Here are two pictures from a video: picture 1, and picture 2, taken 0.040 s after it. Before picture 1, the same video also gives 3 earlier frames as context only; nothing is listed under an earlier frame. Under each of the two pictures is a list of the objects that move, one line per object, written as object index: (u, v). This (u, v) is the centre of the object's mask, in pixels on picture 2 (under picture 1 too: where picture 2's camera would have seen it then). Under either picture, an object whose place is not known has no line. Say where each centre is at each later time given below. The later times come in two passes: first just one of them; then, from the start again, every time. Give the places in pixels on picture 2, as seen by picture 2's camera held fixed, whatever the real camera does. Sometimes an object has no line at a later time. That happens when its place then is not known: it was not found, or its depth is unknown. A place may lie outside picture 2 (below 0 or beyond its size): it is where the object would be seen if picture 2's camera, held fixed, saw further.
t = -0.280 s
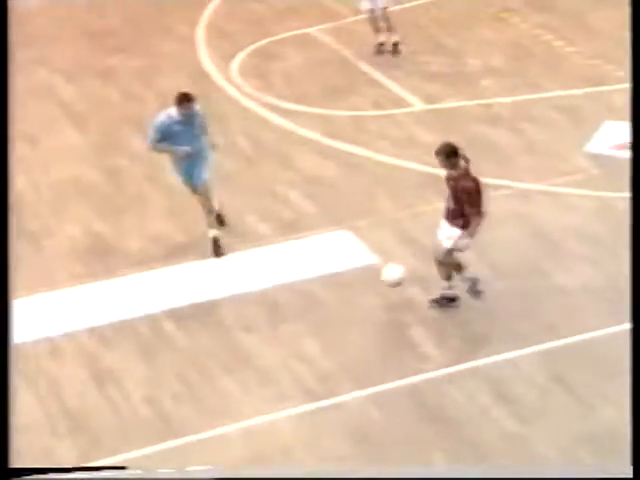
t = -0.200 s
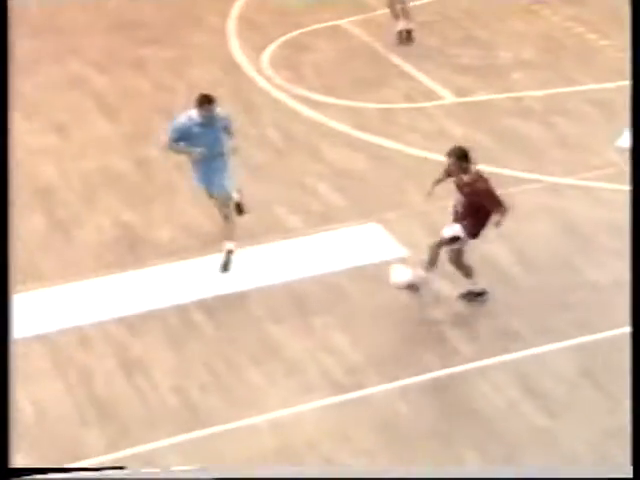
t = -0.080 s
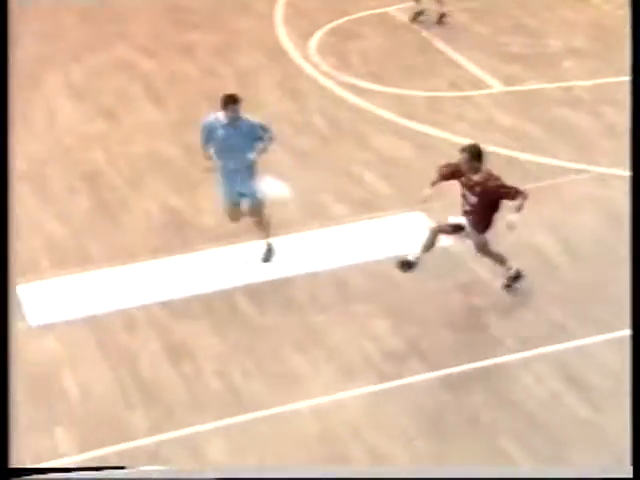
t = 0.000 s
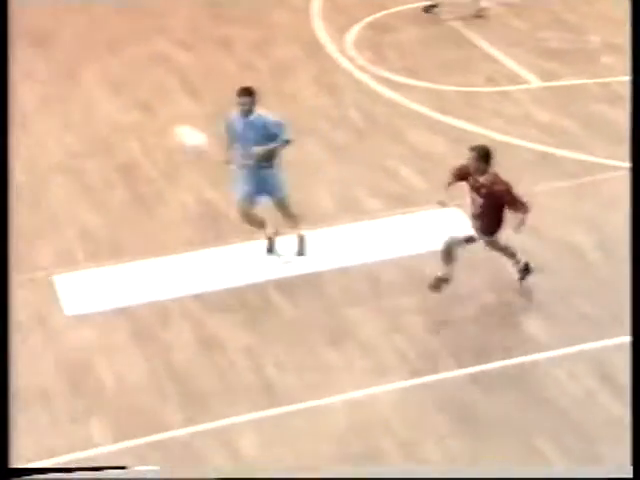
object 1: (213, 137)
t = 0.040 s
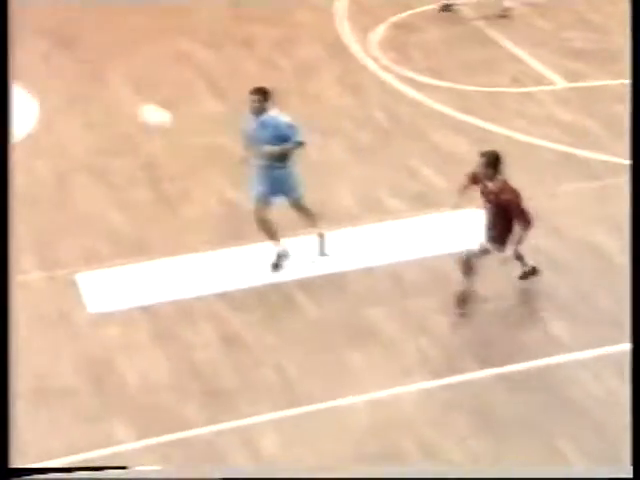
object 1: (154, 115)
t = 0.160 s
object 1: (-27, 63)
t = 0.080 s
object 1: (95, 95)
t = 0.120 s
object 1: (35, 78)
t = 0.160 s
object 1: (-27, 63)
